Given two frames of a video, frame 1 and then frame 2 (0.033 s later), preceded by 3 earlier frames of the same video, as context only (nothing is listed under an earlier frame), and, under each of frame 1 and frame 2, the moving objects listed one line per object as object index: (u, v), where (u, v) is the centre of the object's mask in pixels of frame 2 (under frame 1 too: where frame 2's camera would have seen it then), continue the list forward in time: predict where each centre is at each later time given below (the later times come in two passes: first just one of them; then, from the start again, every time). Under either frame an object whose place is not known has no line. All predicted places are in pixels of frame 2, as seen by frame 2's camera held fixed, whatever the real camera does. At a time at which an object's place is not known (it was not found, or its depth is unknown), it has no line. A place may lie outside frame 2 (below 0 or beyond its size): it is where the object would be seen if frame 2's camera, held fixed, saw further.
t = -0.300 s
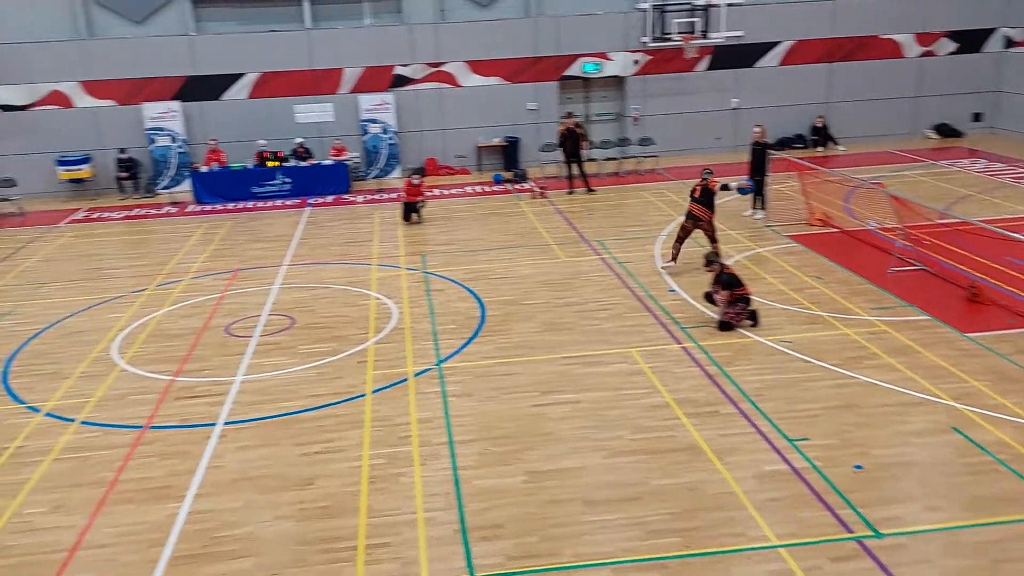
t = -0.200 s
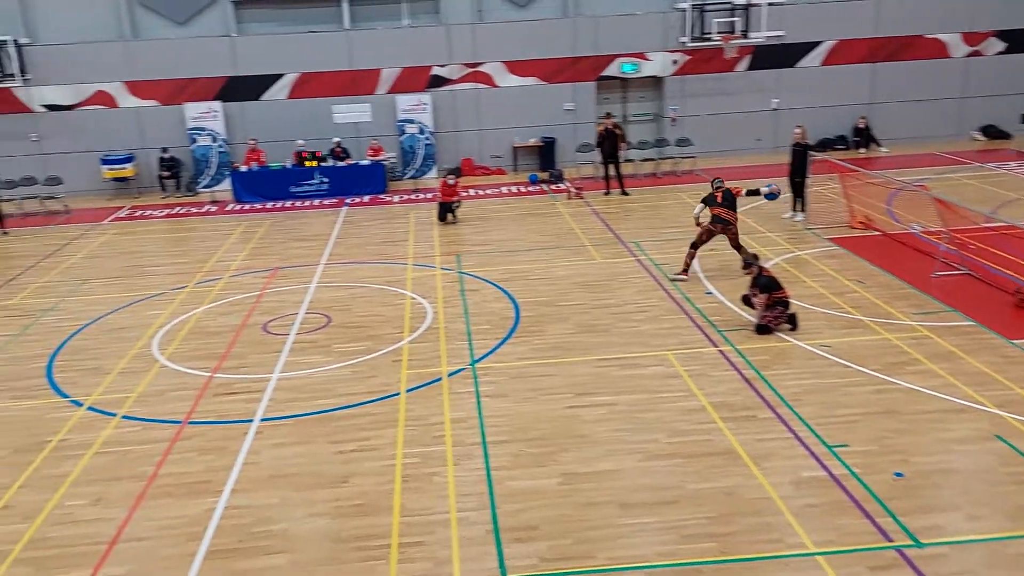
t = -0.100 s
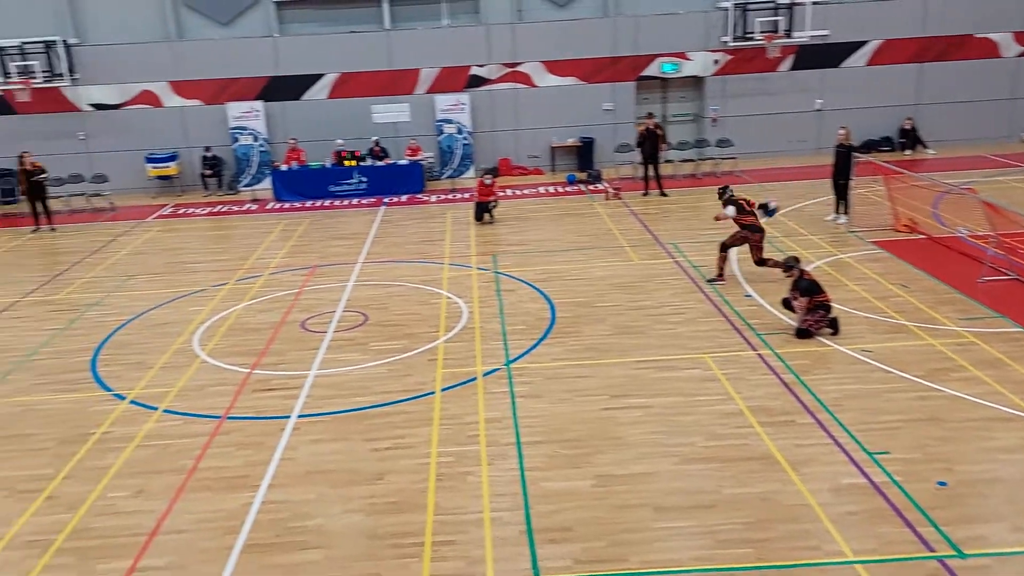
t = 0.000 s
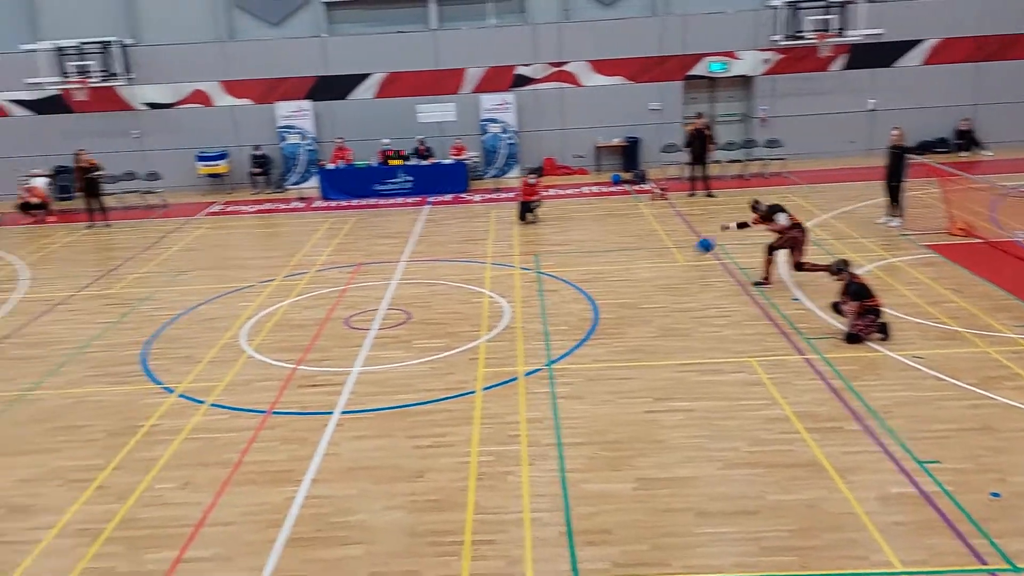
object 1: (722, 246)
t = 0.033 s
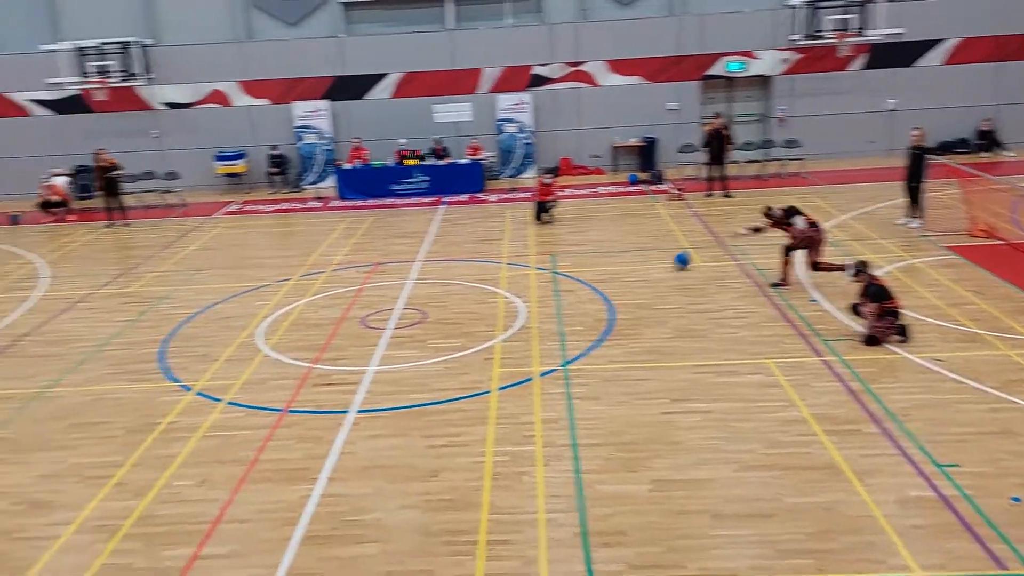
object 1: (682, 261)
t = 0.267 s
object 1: (517, 235)
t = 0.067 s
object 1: (654, 260)
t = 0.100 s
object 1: (631, 255)
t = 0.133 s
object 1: (608, 249)
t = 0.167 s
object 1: (585, 245)
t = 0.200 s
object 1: (562, 241)
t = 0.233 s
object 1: (540, 238)
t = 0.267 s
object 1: (517, 235)
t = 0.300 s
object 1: (494, 234)
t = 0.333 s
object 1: (472, 233)
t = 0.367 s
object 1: (449, 233)
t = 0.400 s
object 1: (427, 234)
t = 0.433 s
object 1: (405, 235)
